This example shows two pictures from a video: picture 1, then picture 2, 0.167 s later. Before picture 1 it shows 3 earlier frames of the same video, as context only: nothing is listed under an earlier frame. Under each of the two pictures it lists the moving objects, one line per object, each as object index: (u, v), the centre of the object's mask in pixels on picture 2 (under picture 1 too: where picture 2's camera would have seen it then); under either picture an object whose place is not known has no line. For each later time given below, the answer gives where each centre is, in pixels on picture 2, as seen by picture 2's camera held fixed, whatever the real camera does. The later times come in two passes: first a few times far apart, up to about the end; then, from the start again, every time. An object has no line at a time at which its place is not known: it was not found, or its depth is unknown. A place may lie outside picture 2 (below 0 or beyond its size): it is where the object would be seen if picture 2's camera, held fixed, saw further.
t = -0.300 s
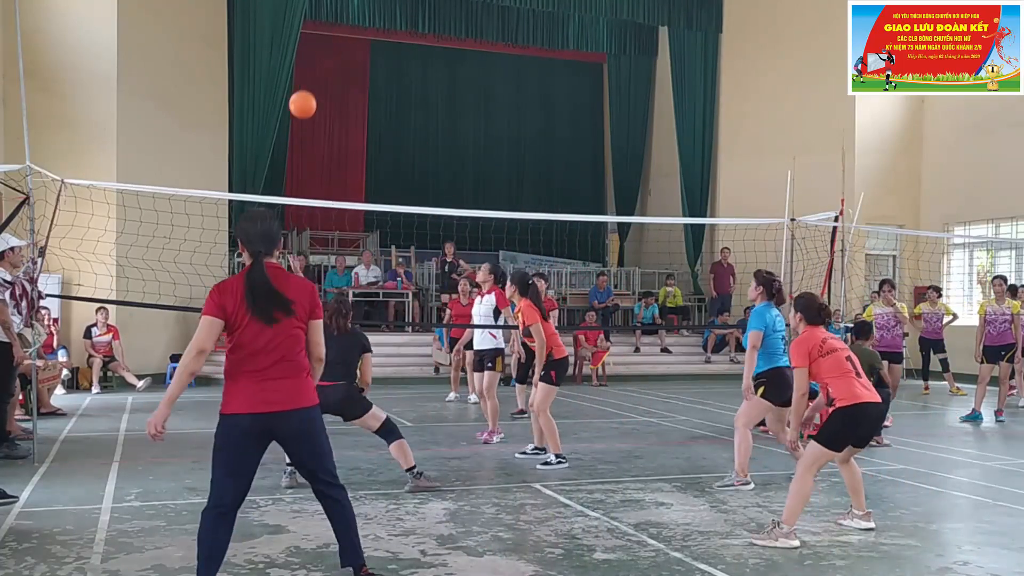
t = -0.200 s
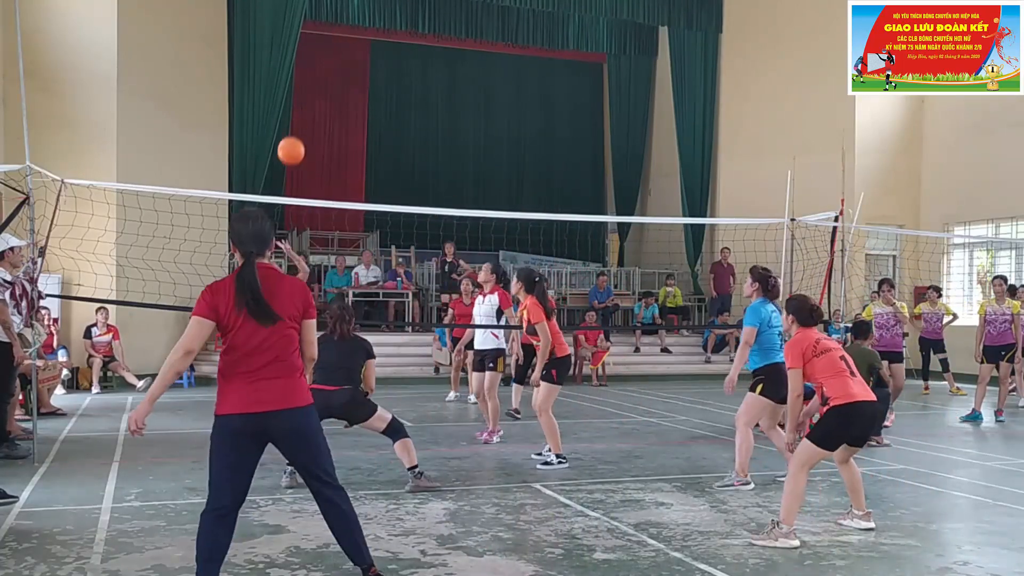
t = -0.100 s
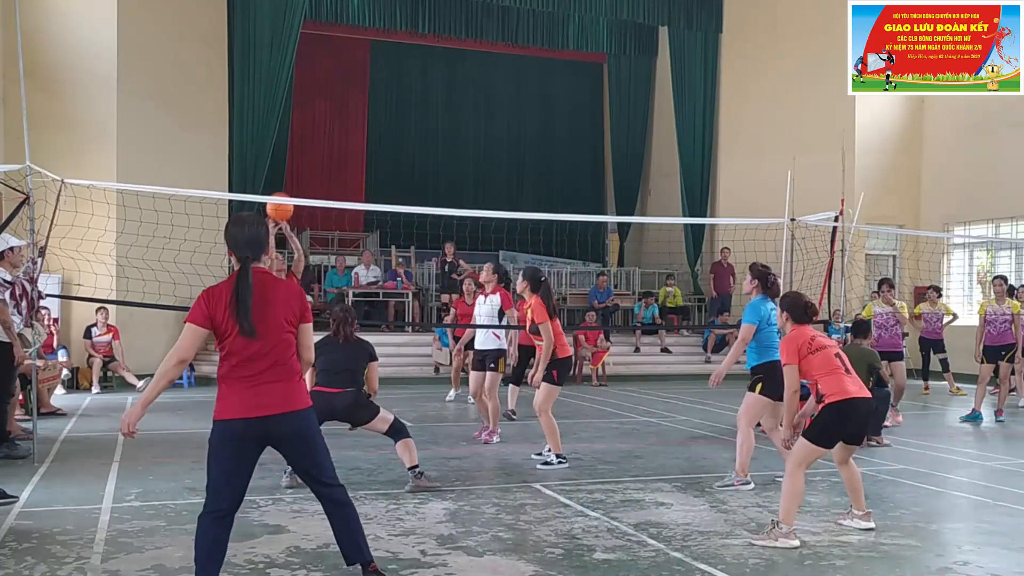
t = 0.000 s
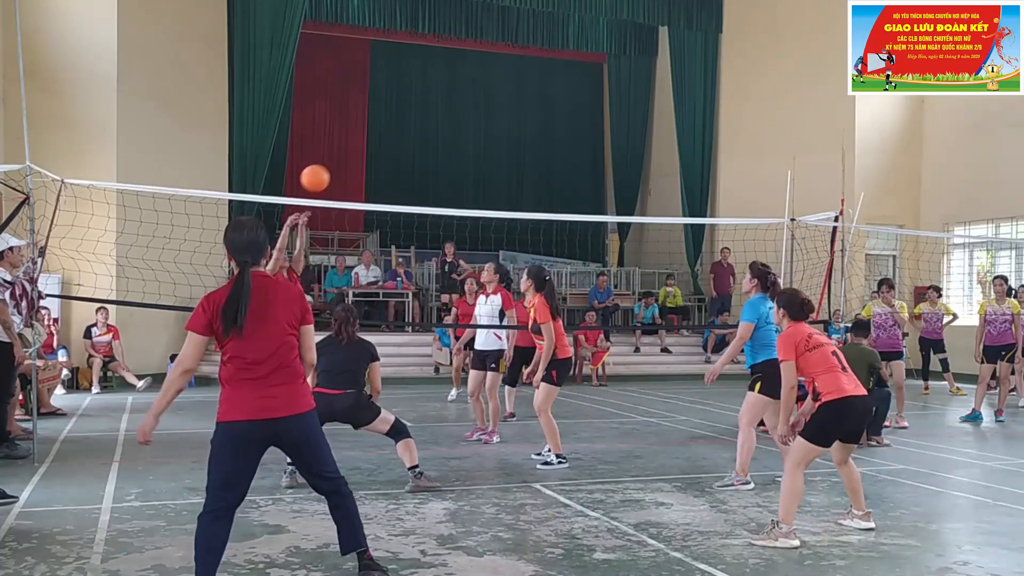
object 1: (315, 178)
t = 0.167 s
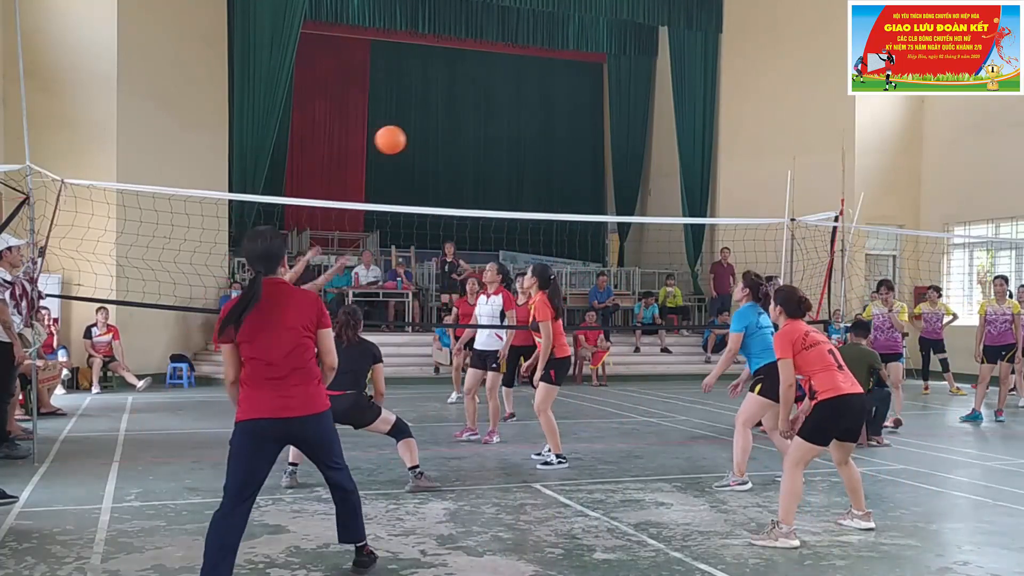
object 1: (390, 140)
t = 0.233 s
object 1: (421, 134)
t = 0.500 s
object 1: (546, 166)
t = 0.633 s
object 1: (612, 218)
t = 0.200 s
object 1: (405, 136)
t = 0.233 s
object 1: (421, 134)
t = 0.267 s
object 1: (436, 133)
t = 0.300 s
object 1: (451, 134)
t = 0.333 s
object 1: (467, 136)
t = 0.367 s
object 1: (483, 139)
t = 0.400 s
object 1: (498, 143)
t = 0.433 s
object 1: (514, 150)
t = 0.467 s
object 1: (530, 157)
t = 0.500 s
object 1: (546, 166)
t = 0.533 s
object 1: (562, 177)
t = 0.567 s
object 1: (578, 189)
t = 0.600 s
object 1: (595, 202)
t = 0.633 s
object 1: (612, 218)
